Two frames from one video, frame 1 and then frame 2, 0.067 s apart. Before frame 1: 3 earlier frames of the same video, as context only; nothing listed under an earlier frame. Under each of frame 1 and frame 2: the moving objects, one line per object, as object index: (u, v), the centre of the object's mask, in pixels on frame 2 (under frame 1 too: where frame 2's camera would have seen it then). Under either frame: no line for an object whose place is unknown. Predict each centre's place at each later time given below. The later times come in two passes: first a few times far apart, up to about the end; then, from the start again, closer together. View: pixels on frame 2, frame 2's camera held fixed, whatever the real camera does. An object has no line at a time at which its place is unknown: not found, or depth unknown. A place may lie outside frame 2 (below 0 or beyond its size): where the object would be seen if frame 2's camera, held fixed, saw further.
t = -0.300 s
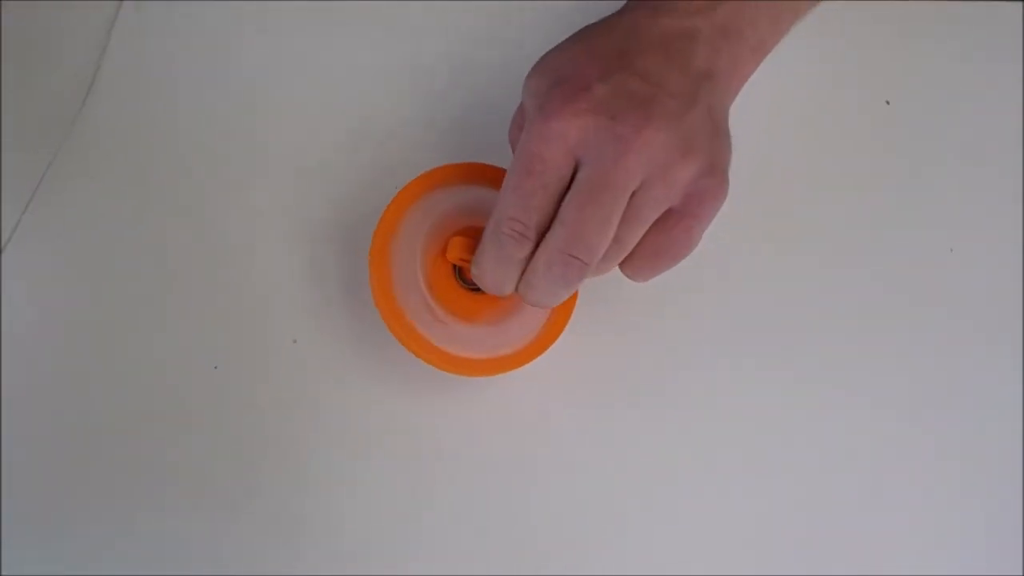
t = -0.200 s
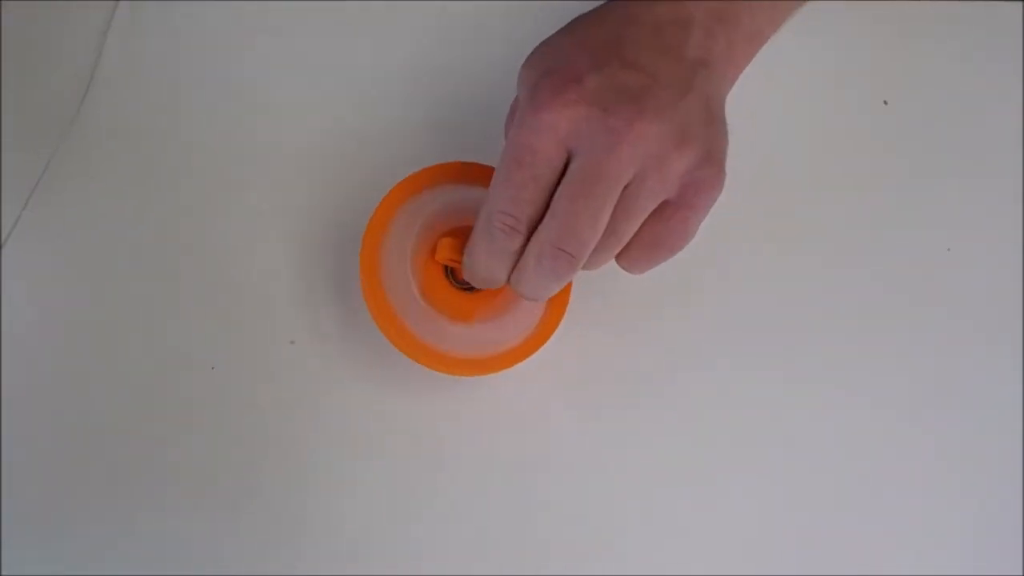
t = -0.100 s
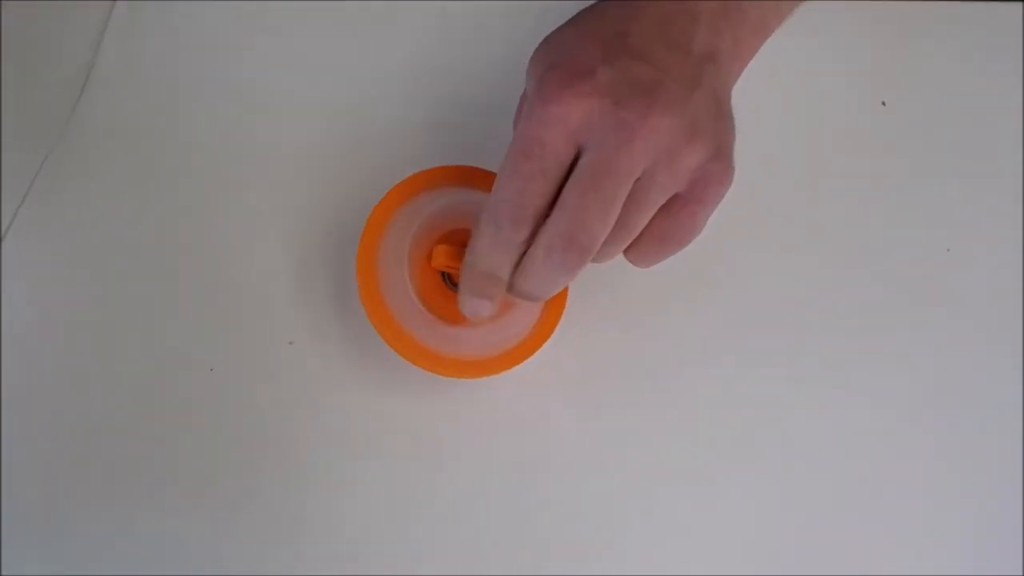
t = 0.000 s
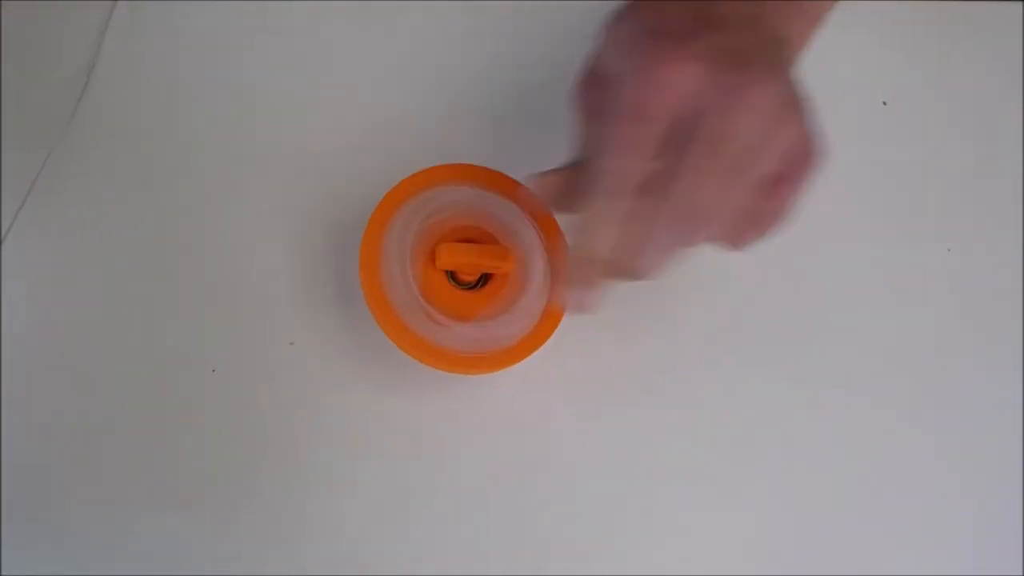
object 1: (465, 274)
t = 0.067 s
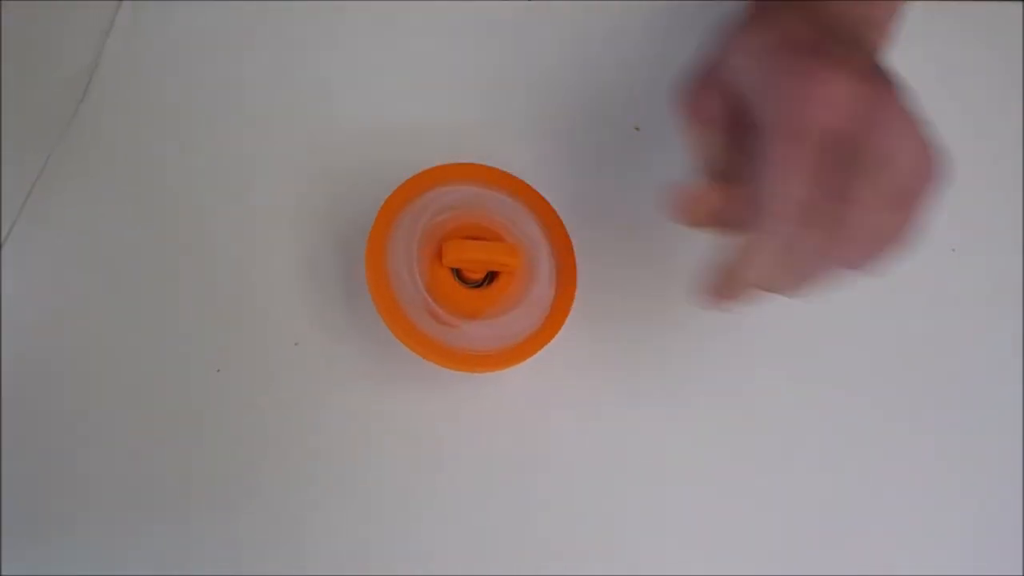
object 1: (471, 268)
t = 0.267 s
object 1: (478, 259)
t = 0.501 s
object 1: (478, 252)
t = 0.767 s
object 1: (476, 248)
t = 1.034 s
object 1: (466, 245)
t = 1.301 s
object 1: (457, 249)
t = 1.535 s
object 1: (451, 257)
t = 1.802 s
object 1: (442, 268)
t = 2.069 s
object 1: (441, 274)
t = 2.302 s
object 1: (440, 276)
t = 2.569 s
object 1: (448, 278)
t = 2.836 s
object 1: (459, 276)
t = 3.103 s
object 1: (473, 271)
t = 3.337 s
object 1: (462, 270)
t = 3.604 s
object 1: (460, 257)
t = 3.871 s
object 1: (457, 250)
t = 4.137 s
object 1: (467, 239)
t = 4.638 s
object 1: (474, 238)
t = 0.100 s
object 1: (471, 267)
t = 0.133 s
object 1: (472, 266)
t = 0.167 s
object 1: (471, 266)
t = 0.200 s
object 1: (472, 264)
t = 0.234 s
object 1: (475, 261)
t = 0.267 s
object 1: (478, 259)
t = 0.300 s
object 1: (478, 258)
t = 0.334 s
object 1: (479, 258)
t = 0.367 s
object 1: (479, 257)
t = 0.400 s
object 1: (480, 256)
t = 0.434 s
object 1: (480, 255)
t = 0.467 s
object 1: (480, 254)
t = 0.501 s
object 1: (478, 252)
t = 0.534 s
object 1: (478, 252)
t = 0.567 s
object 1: (477, 252)
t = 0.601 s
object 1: (477, 252)
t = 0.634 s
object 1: (477, 251)
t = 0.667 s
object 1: (476, 250)
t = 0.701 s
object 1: (476, 249)
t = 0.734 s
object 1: (477, 249)
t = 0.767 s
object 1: (476, 248)
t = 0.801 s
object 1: (477, 247)
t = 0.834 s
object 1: (476, 247)
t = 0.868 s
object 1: (475, 248)
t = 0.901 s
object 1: (474, 246)
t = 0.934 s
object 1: (472, 245)
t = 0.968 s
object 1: (470, 244)
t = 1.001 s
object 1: (467, 244)
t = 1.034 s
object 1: (466, 245)
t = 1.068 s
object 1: (466, 245)
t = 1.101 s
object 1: (465, 244)
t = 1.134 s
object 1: (463, 245)
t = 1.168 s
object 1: (462, 246)
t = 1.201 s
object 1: (462, 247)
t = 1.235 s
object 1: (460, 247)
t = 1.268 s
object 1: (459, 248)
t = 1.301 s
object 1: (457, 249)
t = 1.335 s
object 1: (455, 250)
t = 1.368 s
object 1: (455, 250)
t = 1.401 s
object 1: (453, 252)
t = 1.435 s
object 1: (453, 252)
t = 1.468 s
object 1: (452, 253)
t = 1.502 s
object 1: (451, 256)
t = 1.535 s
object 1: (451, 257)
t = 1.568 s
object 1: (449, 257)
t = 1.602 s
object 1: (448, 258)
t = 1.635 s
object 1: (447, 260)
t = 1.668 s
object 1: (446, 262)
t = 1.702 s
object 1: (446, 263)
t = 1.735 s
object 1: (445, 265)
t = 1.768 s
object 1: (443, 267)
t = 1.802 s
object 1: (442, 268)
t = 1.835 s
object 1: (442, 269)
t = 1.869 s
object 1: (440, 270)
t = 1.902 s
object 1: (441, 271)
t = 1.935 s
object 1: (440, 272)
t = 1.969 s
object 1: (441, 270)
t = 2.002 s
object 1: (441, 271)
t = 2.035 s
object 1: (441, 273)
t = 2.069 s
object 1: (441, 274)
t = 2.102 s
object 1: (442, 273)
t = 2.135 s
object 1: (440, 272)
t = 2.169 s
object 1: (440, 274)
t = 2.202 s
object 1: (442, 275)
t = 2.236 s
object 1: (442, 275)
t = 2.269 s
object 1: (441, 276)
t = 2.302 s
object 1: (440, 276)
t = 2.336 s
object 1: (441, 277)
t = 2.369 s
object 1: (442, 277)
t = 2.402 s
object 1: (444, 279)
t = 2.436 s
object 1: (444, 278)
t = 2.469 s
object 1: (446, 278)
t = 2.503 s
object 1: (447, 279)
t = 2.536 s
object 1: (448, 279)
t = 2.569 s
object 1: (448, 278)
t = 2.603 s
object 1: (450, 278)
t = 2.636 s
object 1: (452, 278)
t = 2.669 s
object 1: (453, 278)
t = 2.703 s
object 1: (453, 277)
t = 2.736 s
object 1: (454, 276)
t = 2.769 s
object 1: (455, 276)
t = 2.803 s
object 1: (457, 276)
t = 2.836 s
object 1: (459, 276)
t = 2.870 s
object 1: (460, 276)
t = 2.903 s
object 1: (462, 276)
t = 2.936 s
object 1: (465, 275)
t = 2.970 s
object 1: (468, 274)
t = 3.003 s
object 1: (469, 272)
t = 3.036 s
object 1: (471, 271)
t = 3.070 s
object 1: (472, 271)
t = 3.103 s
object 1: (473, 271)
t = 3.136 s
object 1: (473, 270)
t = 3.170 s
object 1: (471, 271)
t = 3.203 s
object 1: (469, 272)
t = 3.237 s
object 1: (467, 271)
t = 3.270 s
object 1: (465, 270)
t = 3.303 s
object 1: (464, 272)
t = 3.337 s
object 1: (462, 270)
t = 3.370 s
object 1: (462, 268)
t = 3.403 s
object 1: (463, 266)
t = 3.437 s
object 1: (464, 264)
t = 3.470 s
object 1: (463, 264)
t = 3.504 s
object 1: (462, 262)
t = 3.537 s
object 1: (461, 259)
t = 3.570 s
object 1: (460, 257)
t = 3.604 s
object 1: (460, 257)
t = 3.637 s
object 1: (459, 257)
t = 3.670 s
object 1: (459, 256)
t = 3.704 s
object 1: (456, 255)
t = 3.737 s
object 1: (456, 254)
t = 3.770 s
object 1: (456, 252)
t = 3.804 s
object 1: (456, 251)
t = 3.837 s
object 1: (456, 251)
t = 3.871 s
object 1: (457, 250)
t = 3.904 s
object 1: (457, 248)
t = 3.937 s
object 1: (458, 247)
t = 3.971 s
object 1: (457, 246)
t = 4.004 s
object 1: (456, 245)
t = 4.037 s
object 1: (456, 245)
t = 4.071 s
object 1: (458, 246)
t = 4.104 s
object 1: (463, 244)
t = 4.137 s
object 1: (467, 239)
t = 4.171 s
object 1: (470, 239)
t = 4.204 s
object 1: (477, 243)
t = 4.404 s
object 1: (501, 278)
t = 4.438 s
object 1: (499, 275)
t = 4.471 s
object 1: (495, 277)
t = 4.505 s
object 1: (488, 276)
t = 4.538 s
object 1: (486, 270)
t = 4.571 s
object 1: (482, 260)
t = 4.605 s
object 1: (475, 247)
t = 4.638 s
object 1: (474, 238)
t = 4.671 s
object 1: (476, 234)
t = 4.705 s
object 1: (474, 226)
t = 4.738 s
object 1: (478, 220)
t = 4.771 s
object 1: (489, 211)
